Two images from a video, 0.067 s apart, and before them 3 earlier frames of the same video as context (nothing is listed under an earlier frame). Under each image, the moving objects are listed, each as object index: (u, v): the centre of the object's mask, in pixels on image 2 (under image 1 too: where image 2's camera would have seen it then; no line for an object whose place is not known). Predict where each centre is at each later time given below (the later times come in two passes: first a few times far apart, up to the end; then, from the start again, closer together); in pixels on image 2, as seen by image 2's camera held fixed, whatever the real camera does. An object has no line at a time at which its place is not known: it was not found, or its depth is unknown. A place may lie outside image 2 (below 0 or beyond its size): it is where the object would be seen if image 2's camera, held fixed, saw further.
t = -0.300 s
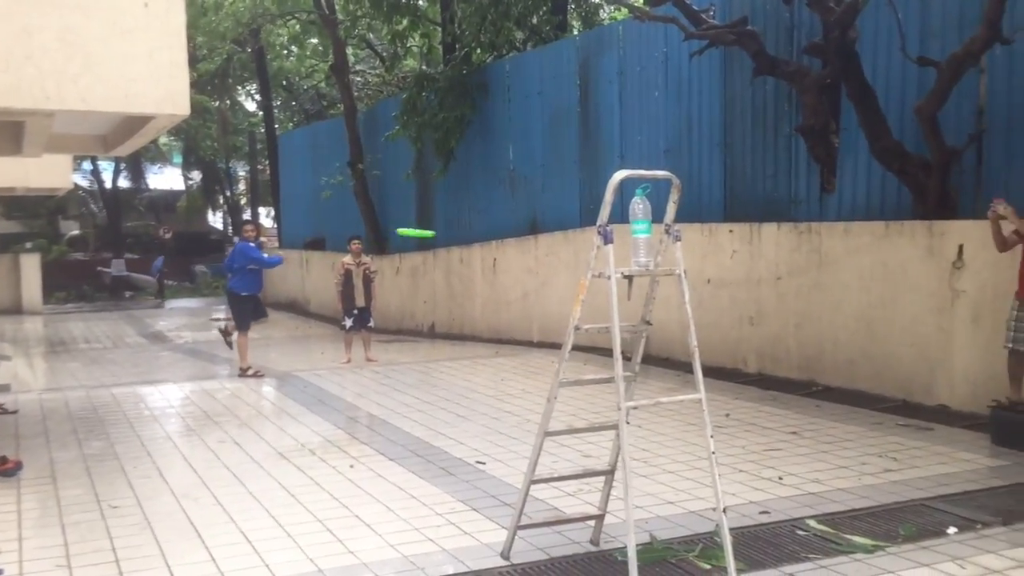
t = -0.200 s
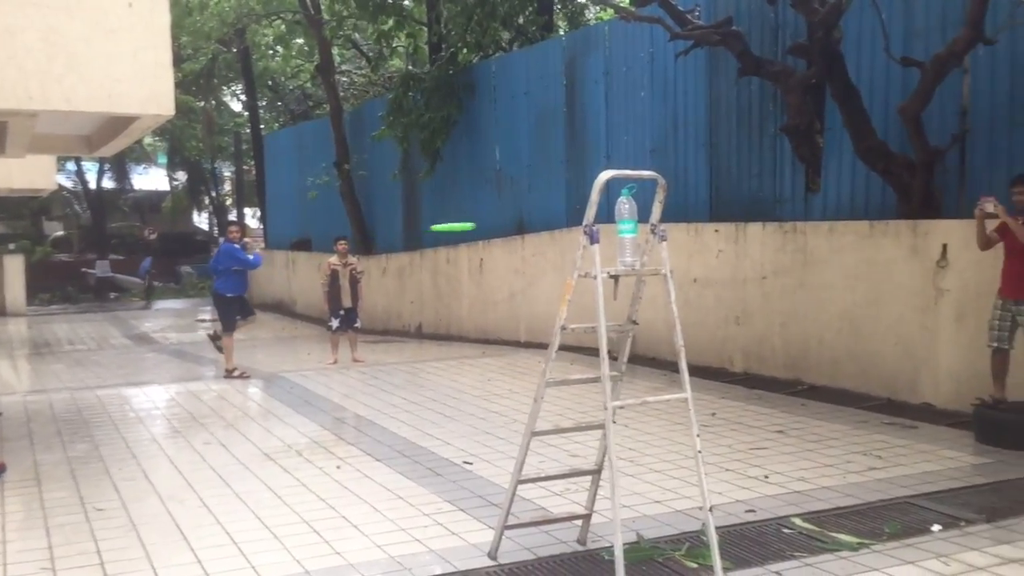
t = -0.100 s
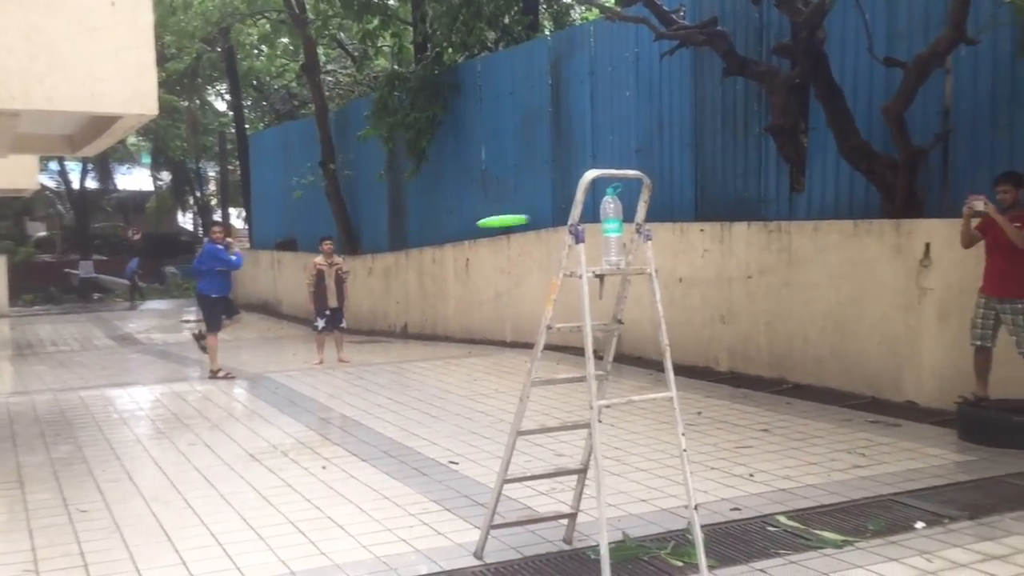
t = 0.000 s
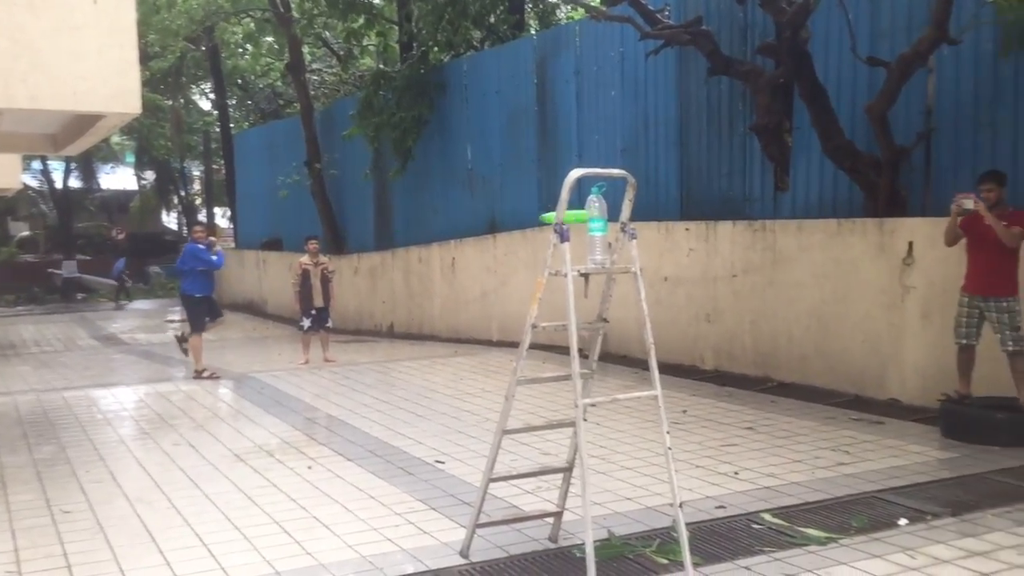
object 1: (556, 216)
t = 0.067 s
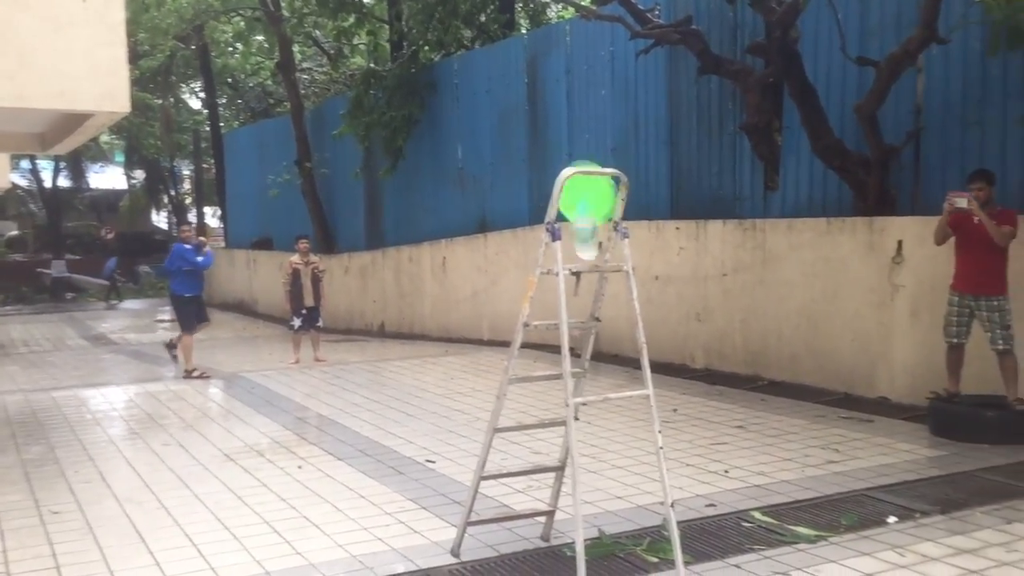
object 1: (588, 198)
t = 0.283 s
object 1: (541, 129)
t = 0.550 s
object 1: (495, 181)
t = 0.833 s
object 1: (467, 373)
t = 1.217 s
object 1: (457, 467)
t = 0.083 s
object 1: (583, 188)
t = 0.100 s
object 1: (578, 180)
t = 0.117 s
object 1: (574, 167)
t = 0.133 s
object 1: (569, 158)
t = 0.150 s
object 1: (566, 152)
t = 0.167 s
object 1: (563, 148)
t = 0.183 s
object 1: (560, 145)
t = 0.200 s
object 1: (556, 142)
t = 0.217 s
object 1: (553, 139)
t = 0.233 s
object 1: (550, 136)
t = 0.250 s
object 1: (547, 133)
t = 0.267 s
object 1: (543, 130)
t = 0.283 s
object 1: (541, 129)
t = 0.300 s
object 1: (537, 128)
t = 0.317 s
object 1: (534, 129)
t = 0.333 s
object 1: (531, 129)
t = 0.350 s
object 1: (528, 130)
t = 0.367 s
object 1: (525, 130)
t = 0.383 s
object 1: (523, 132)
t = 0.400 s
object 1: (520, 134)
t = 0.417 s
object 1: (516, 137)
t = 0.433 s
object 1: (513, 142)
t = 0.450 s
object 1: (511, 147)
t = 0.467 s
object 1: (509, 151)
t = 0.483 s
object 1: (506, 155)
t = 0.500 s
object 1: (504, 161)
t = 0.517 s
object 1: (501, 166)
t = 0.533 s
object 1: (498, 173)
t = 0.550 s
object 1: (495, 181)
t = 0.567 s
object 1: (493, 191)
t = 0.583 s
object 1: (492, 200)
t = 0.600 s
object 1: (490, 207)
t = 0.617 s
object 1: (487, 215)
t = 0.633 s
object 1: (484, 223)
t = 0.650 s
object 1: (481, 233)
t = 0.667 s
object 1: (479, 245)
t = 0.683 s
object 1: (480, 258)
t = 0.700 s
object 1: (478, 270)
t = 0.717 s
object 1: (477, 281)
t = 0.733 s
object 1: (472, 293)
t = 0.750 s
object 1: (469, 303)
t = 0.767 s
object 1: (468, 316)
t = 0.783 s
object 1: (466, 331)
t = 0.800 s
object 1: (467, 346)
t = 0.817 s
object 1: (467, 359)
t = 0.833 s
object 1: (467, 373)
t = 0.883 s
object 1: (467, 414)
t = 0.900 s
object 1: (463, 430)
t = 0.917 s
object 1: (462, 445)
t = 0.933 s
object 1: (462, 458)
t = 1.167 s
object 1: (459, 475)
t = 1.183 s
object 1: (460, 472)
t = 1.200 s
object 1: (458, 469)
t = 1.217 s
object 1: (457, 467)
